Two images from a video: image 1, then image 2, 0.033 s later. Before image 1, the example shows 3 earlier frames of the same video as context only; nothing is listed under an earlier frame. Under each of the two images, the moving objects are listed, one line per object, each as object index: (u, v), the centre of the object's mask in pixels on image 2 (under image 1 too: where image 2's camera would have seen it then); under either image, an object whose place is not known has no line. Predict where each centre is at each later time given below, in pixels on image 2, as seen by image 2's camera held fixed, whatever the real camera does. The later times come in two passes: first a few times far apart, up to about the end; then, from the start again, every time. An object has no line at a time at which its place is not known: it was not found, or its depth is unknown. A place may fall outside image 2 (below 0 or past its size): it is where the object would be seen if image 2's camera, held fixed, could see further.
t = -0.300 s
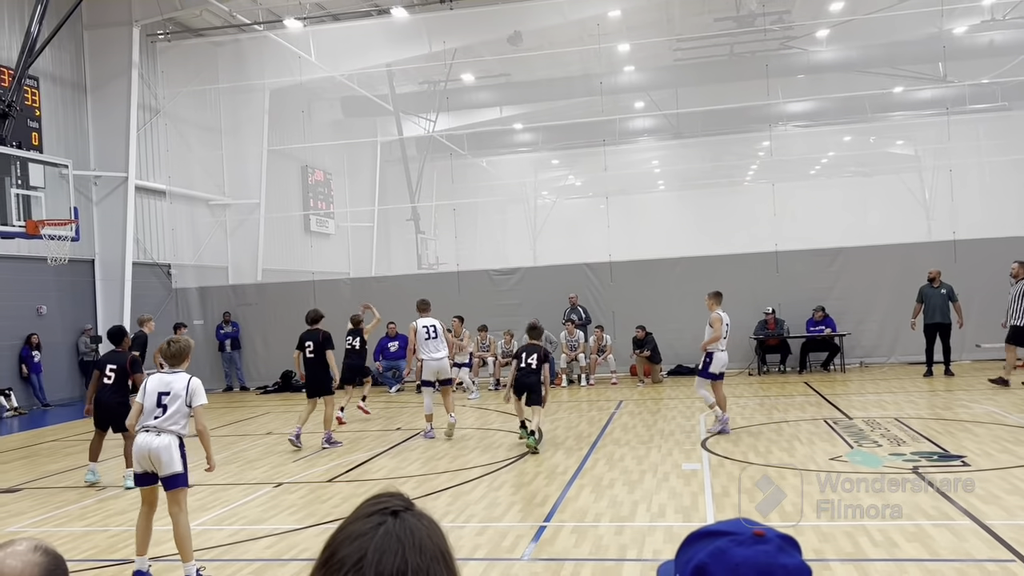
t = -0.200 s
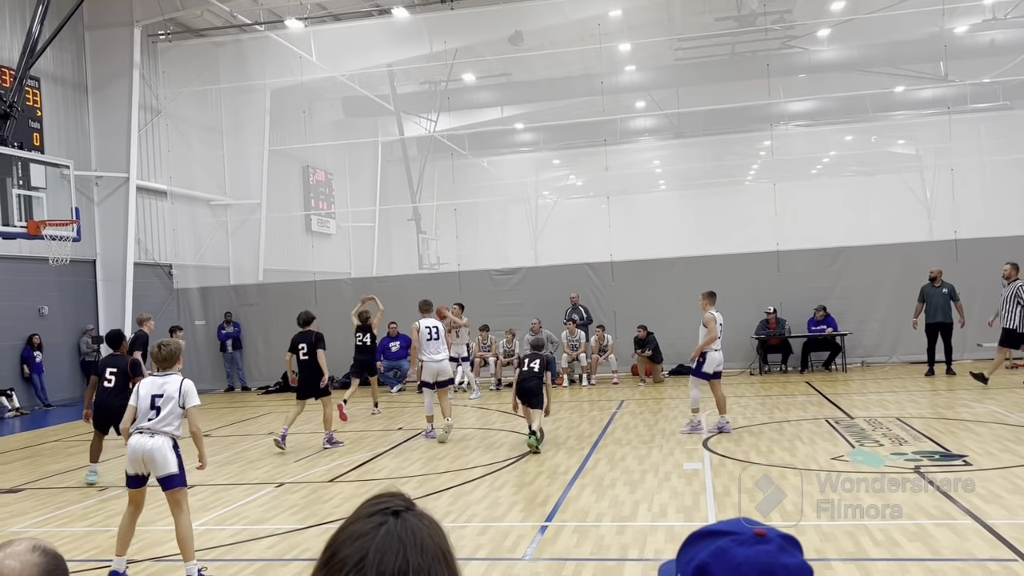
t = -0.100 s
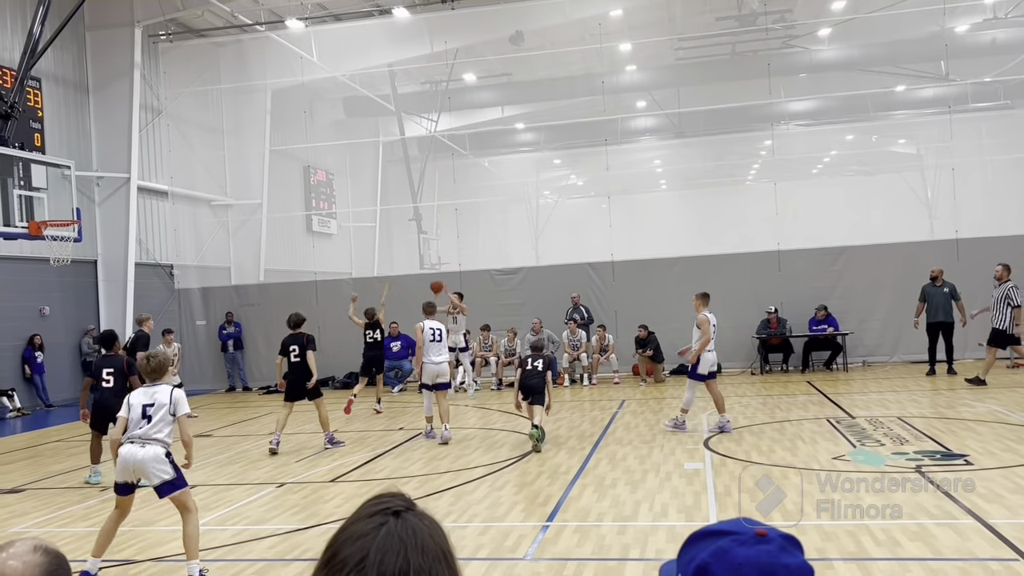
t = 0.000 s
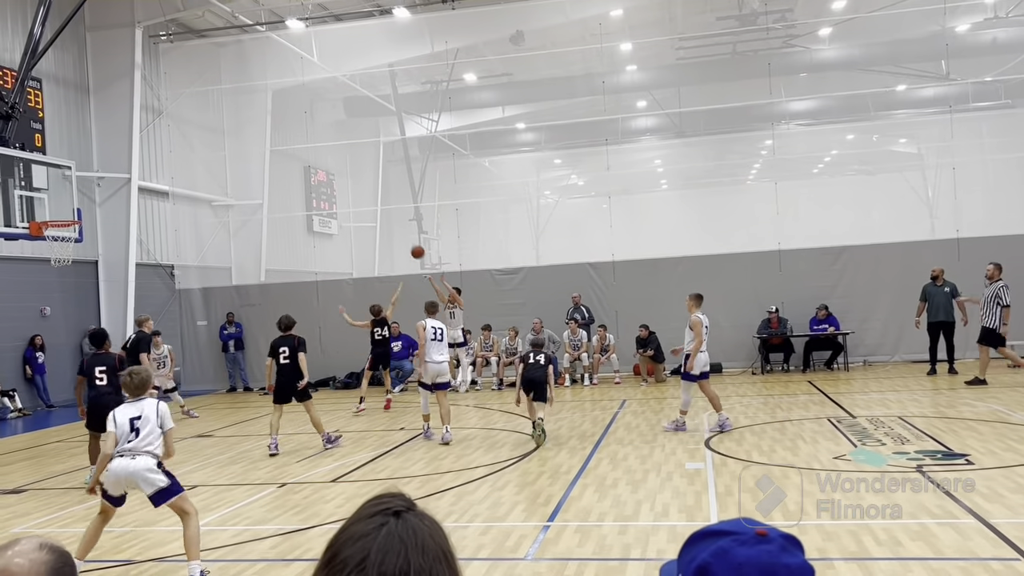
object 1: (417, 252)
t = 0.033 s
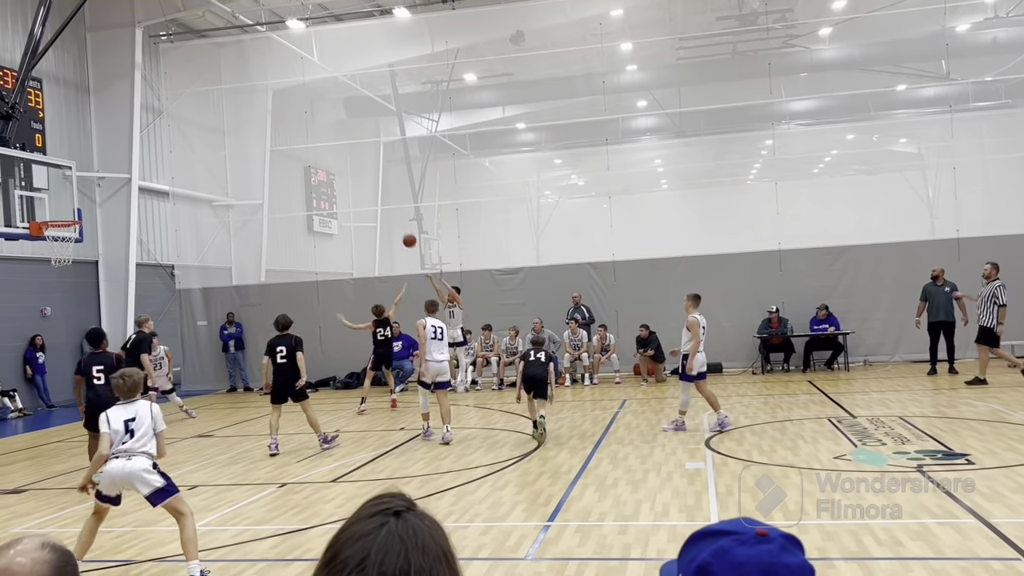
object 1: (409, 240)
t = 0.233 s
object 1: (357, 183)
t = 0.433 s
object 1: (301, 145)
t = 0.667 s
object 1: (233, 130)
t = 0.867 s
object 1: (171, 145)
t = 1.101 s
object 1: (93, 203)
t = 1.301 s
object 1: (68, 192)
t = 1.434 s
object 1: (57, 188)
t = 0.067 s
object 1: (401, 230)
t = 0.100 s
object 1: (392, 219)
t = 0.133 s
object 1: (384, 209)
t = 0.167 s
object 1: (375, 200)
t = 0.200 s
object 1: (366, 191)
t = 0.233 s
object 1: (357, 183)
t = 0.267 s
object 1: (348, 175)
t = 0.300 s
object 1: (339, 168)
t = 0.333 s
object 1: (330, 161)
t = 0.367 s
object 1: (320, 155)
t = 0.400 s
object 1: (311, 150)
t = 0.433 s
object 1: (301, 145)
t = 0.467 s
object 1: (292, 140)
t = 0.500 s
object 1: (282, 137)
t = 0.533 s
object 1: (273, 134)
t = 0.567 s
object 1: (263, 132)
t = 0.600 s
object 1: (253, 130)
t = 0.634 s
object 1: (243, 130)
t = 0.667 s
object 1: (233, 130)
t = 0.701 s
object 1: (223, 130)
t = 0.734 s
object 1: (212, 132)
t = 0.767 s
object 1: (202, 134)
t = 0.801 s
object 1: (192, 137)
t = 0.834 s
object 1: (181, 141)
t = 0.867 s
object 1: (171, 145)
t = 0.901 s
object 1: (160, 151)
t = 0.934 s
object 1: (149, 157)
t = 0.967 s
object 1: (138, 164)
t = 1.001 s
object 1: (127, 172)
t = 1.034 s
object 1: (116, 182)
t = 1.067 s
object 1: (105, 192)
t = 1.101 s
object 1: (93, 203)
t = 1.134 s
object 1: (82, 215)
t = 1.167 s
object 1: (80, 209)
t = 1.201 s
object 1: (76, 204)
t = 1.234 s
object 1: (73, 199)
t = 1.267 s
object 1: (71, 195)
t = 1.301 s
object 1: (68, 192)
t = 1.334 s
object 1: (65, 190)
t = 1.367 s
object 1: (62, 189)
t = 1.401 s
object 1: (59, 188)
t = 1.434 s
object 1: (57, 188)
